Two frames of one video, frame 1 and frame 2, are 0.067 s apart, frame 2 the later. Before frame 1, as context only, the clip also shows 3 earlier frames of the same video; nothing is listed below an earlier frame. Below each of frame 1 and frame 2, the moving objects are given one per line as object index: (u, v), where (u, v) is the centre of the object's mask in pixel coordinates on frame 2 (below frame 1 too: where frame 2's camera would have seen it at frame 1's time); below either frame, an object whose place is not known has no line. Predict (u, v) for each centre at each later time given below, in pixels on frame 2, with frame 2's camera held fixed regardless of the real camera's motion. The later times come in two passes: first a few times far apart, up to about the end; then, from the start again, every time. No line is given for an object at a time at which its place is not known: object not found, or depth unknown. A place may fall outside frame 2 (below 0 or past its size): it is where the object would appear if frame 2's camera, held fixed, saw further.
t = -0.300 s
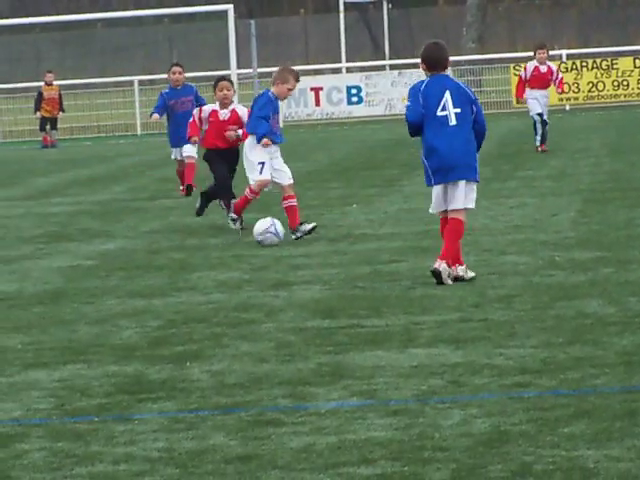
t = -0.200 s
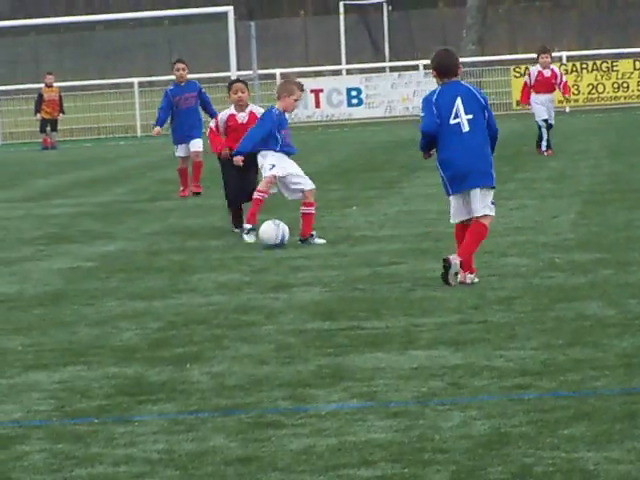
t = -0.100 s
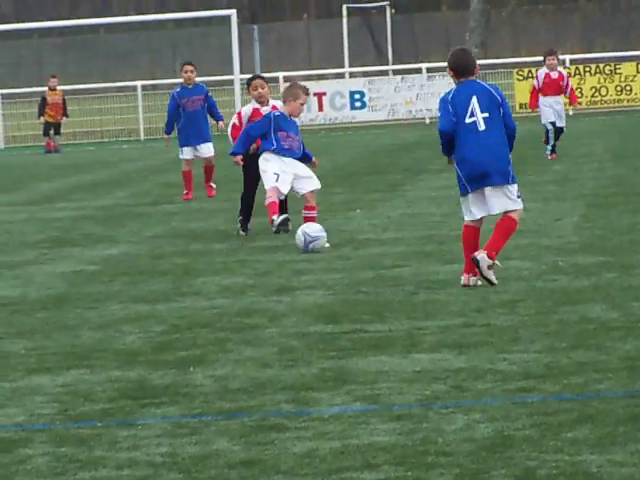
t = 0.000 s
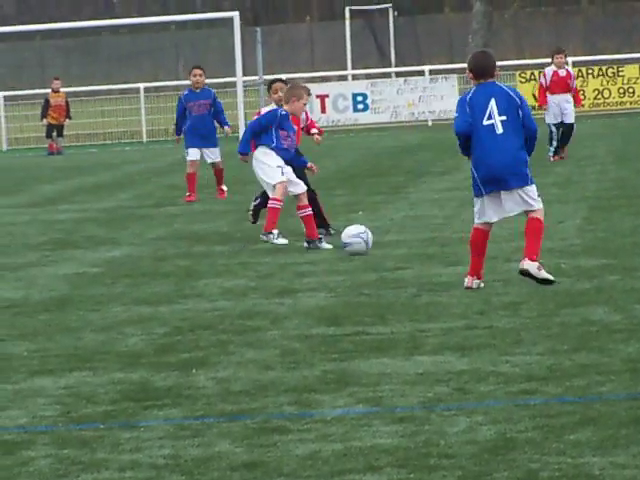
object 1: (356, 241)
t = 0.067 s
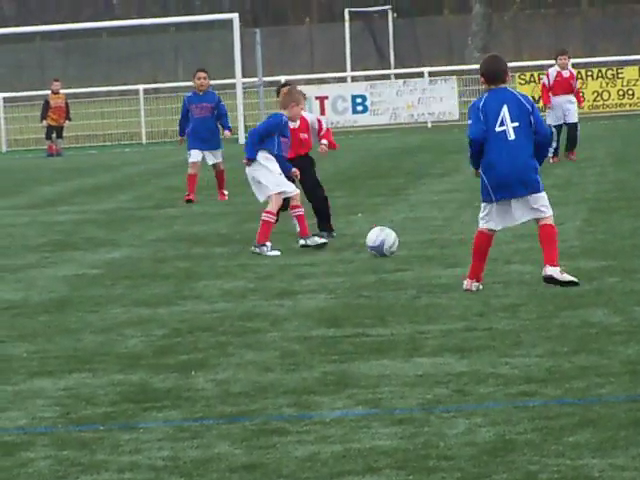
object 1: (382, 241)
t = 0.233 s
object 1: (440, 240)
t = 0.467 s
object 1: (510, 241)
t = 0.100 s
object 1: (394, 240)
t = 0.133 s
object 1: (405, 240)
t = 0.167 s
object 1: (418, 242)
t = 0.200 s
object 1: (429, 241)
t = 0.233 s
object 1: (440, 240)
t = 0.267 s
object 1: (450, 240)
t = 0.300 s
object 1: (460, 241)
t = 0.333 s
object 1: (470, 241)
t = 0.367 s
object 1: (481, 241)
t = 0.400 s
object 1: (491, 242)
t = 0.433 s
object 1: (500, 241)
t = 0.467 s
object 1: (510, 241)
